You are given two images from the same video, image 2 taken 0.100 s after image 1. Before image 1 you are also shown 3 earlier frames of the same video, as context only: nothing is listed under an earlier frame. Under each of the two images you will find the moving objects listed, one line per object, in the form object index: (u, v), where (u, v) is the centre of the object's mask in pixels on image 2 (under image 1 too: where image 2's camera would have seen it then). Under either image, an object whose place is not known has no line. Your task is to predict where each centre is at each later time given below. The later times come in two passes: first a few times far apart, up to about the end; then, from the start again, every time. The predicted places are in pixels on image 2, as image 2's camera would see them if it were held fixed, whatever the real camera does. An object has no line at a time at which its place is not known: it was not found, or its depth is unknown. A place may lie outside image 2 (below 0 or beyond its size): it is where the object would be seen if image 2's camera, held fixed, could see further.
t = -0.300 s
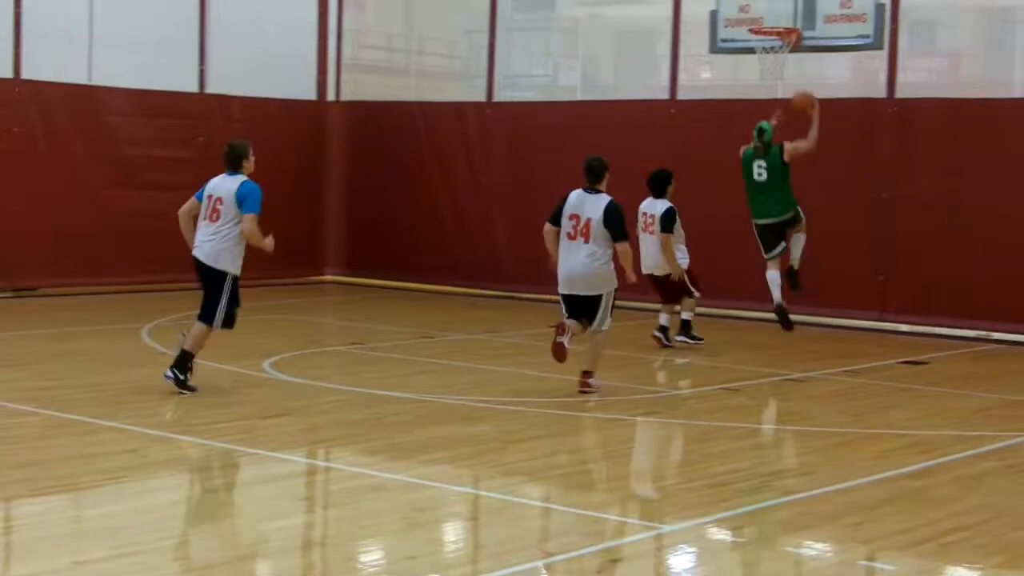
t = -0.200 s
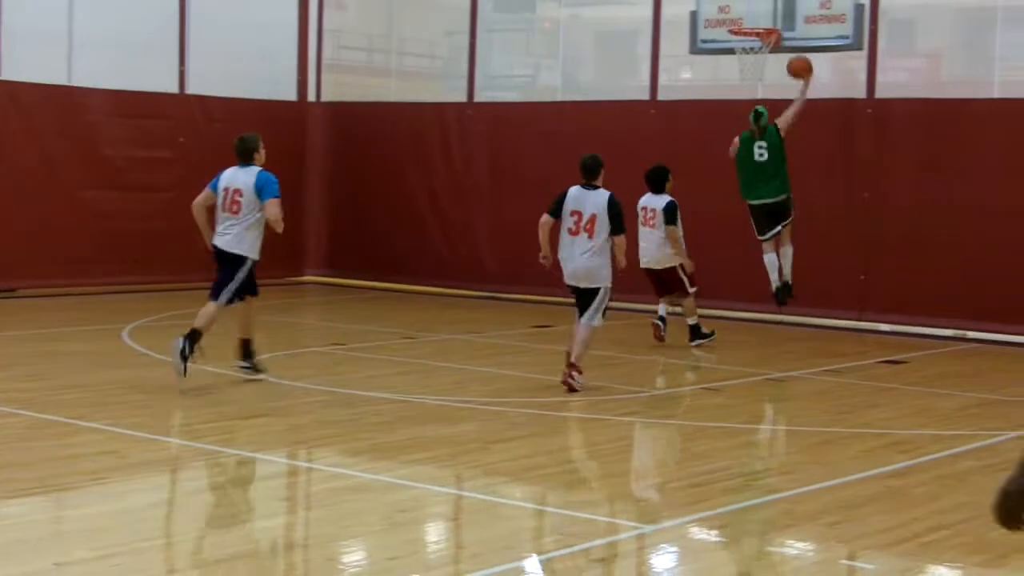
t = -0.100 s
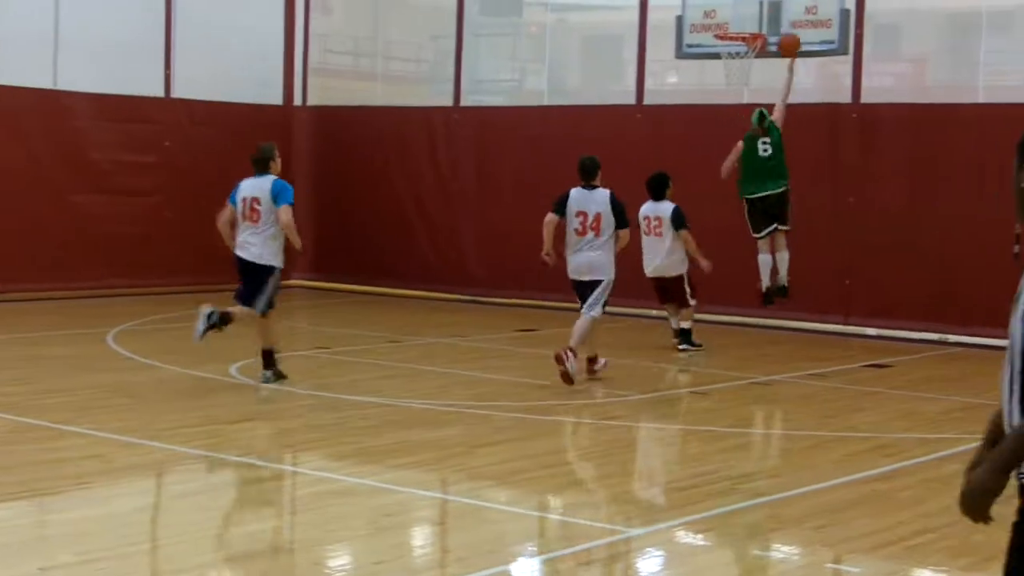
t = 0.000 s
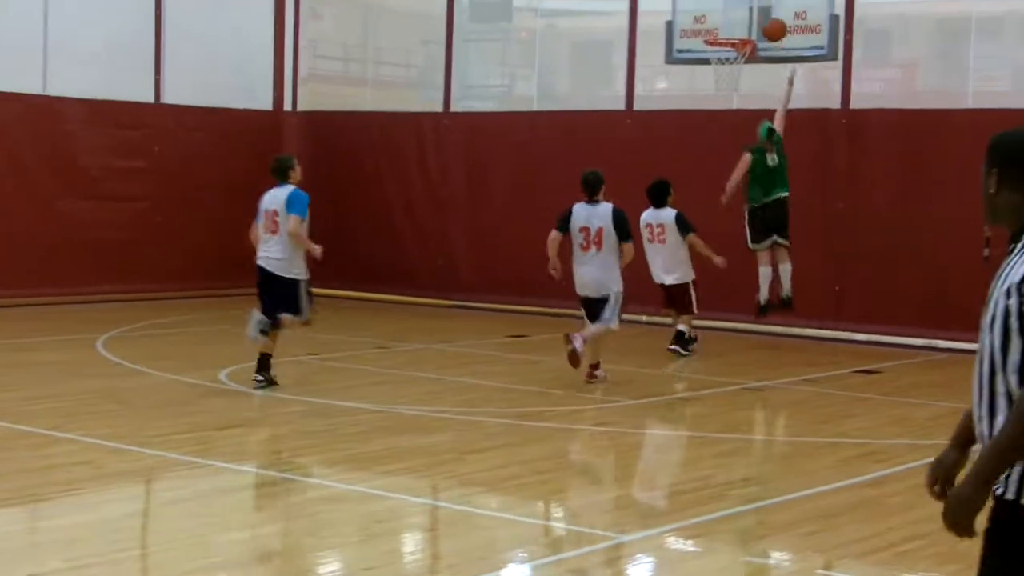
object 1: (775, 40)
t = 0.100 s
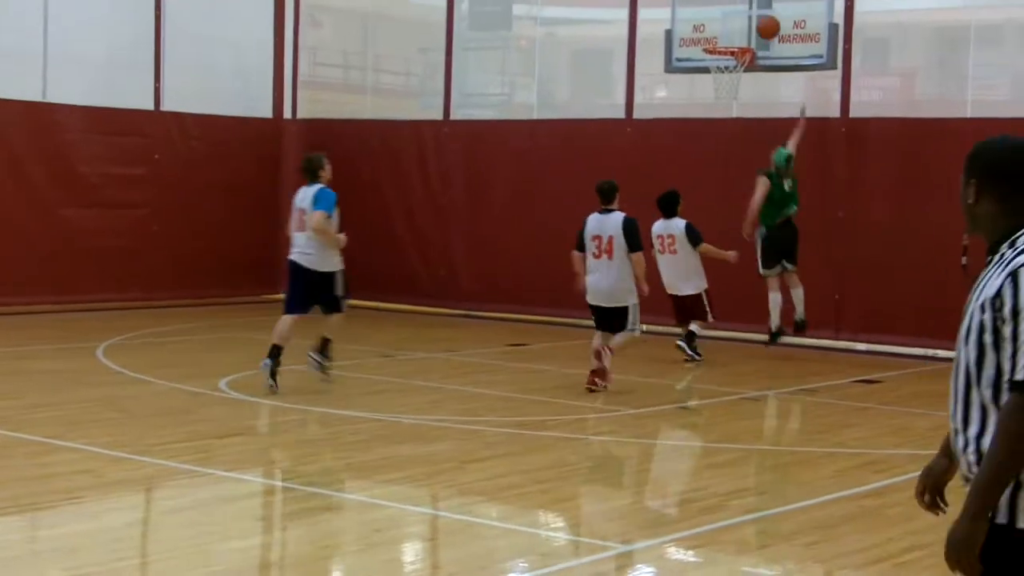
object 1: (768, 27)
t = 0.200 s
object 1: (753, 23)
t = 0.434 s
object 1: (726, 32)
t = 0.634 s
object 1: (719, 40)
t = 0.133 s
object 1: (763, 24)
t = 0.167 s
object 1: (758, 23)
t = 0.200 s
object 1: (753, 23)
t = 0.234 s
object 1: (749, 23)
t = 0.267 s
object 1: (743, 24)
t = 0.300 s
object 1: (738, 28)
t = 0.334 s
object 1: (733, 32)
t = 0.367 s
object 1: (729, 36)
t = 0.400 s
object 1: (728, 35)
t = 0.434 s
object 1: (726, 32)
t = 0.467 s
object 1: (724, 33)
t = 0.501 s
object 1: (723, 34)
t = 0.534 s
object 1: (721, 35)
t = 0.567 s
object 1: (720, 38)
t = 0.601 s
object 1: (719, 40)
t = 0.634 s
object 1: (719, 40)
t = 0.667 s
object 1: (719, 44)
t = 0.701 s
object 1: (717, 51)
